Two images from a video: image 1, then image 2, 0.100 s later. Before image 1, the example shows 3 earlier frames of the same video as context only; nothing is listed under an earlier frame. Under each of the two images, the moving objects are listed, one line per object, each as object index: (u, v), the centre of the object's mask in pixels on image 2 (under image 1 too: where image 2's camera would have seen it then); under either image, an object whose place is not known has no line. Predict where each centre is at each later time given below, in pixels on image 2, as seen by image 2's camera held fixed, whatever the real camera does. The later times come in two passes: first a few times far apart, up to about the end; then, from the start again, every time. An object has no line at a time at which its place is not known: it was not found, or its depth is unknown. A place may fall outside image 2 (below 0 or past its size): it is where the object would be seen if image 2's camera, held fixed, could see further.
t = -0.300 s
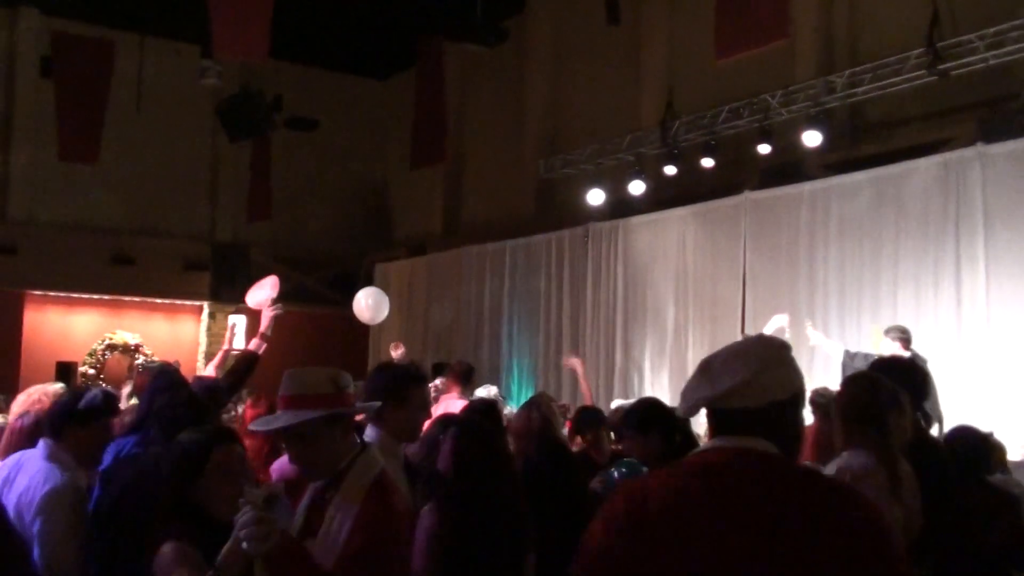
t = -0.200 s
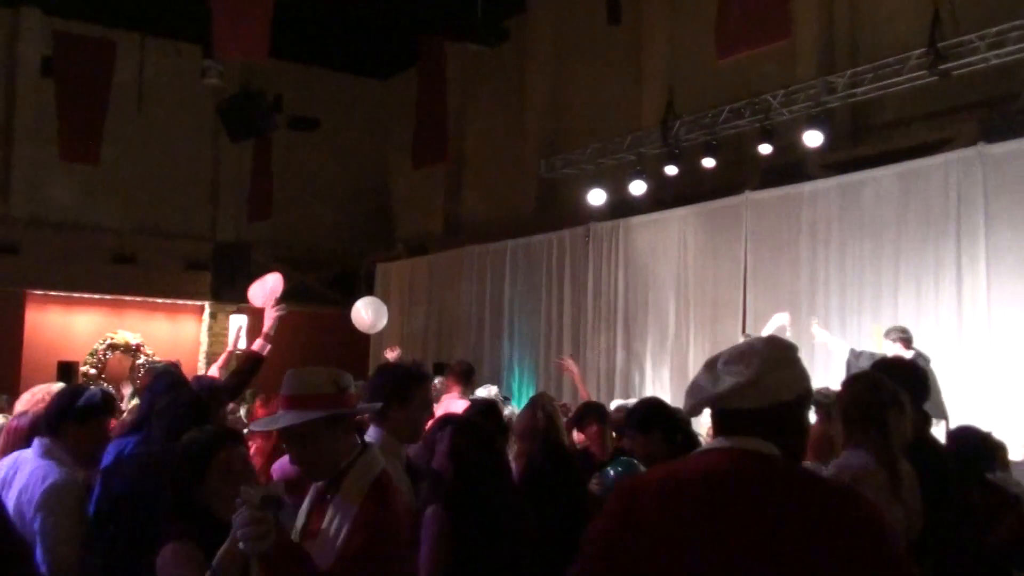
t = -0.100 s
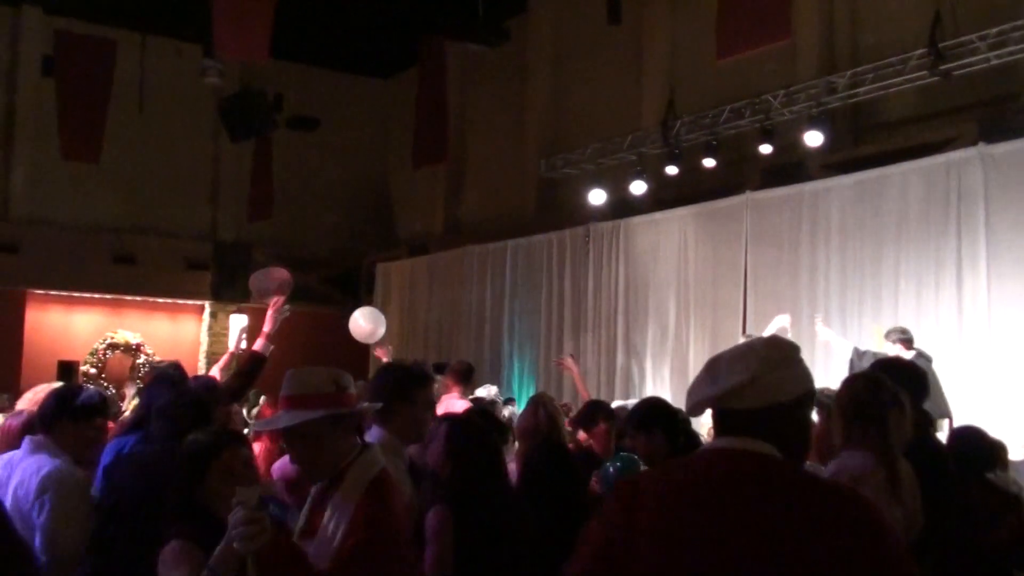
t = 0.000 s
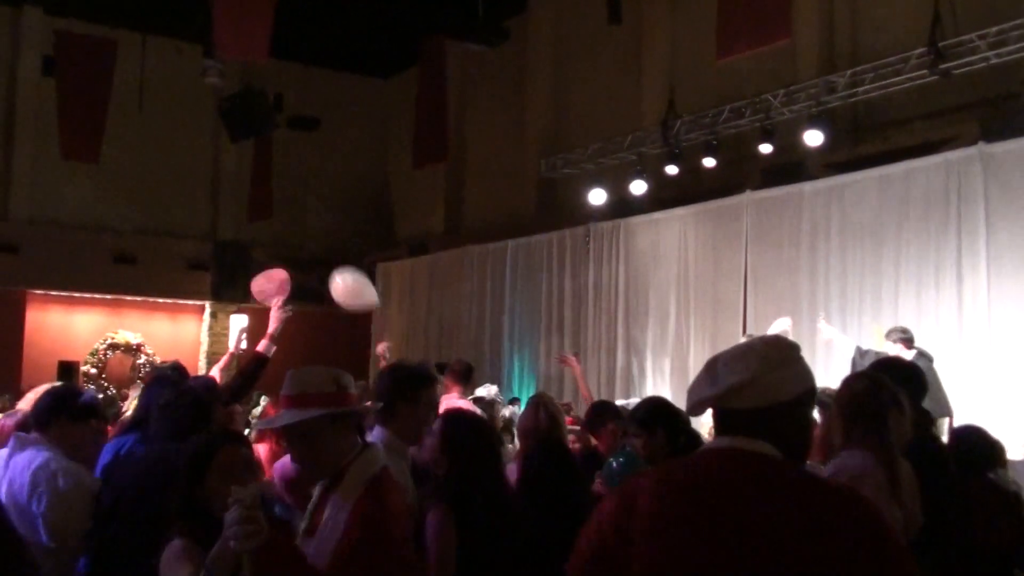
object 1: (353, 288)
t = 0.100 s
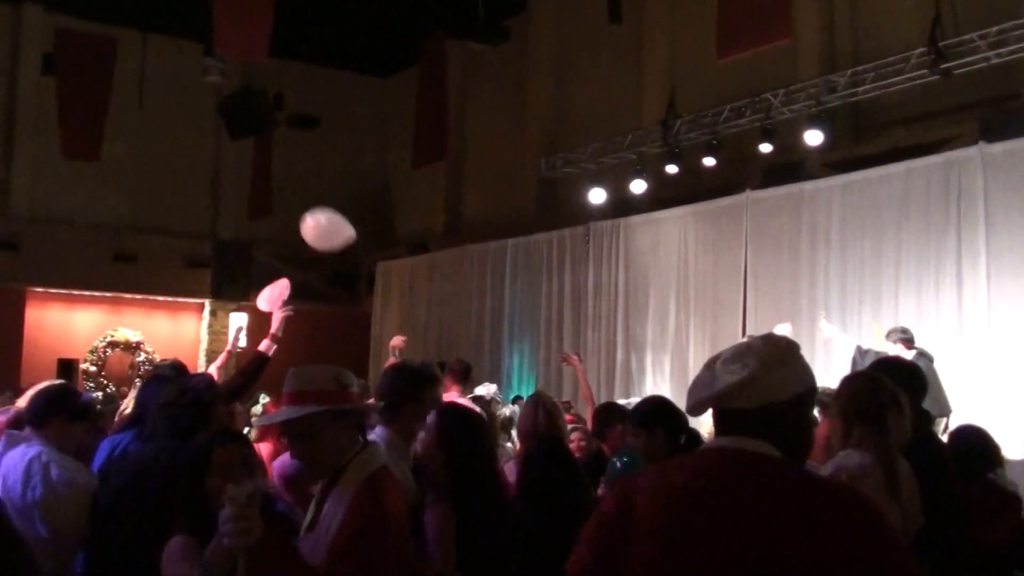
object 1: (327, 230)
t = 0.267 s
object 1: (289, 183)
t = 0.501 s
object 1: (258, 149)
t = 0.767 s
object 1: (244, 142)
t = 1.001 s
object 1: (247, 142)
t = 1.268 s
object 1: (247, 149)
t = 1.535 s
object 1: (242, 171)
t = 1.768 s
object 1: (233, 201)
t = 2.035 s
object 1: (218, 242)
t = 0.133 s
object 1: (317, 215)
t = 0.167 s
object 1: (307, 204)
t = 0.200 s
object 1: (300, 196)
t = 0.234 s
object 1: (294, 190)
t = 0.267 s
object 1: (289, 183)
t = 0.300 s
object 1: (284, 177)
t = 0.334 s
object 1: (279, 171)
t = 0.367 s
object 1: (275, 166)
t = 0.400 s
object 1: (271, 161)
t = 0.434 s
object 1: (267, 156)
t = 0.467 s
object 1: (263, 152)
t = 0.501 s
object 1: (258, 149)
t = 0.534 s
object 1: (255, 147)
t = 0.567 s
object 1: (252, 146)
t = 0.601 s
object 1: (250, 145)
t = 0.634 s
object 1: (249, 144)
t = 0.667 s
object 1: (247, 143)
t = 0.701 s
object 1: (246, 142)
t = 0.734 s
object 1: (245, 142)
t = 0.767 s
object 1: (244, 142)
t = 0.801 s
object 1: (244, 142)
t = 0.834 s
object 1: (244, 142)
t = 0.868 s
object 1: (245, 142)
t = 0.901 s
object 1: (245, 142)
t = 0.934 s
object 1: (245, 142)
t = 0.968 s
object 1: (246, 142)
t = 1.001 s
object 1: (247, 142)
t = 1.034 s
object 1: (247, 143)
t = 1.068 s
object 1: (248, 143)
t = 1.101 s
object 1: (248, 143)
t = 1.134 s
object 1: (248, 144)
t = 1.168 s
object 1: (248, 145)
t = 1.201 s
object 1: (248, 146)
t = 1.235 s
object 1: (247, 147)
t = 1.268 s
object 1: (247, 149)
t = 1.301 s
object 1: (246, 151)
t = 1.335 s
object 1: (246, 154)
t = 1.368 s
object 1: (245, 156)
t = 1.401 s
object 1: (244, 159)
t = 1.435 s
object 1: (244, 162)
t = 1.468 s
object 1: (243, 165)
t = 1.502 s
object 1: (242, 168)
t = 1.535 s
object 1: (242, 171)
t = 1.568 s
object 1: (241, 175)
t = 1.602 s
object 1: (240, 179)
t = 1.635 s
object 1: (238, 183)
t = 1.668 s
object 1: (237, 187)
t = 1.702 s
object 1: (236, 191)
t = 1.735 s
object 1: (234, 196)
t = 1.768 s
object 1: (233, 201)
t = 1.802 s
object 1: (232, 206)
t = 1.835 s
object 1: (230, 211)
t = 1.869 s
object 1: (228, 216)
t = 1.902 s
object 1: (227, 222)
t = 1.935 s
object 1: (225, 227)
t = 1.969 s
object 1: (223, 232)
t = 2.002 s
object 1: (221, 237)
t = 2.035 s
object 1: (218, 242)
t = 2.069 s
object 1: (216, 247)
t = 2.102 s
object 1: (214, 252)
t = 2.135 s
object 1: (211, 257)
